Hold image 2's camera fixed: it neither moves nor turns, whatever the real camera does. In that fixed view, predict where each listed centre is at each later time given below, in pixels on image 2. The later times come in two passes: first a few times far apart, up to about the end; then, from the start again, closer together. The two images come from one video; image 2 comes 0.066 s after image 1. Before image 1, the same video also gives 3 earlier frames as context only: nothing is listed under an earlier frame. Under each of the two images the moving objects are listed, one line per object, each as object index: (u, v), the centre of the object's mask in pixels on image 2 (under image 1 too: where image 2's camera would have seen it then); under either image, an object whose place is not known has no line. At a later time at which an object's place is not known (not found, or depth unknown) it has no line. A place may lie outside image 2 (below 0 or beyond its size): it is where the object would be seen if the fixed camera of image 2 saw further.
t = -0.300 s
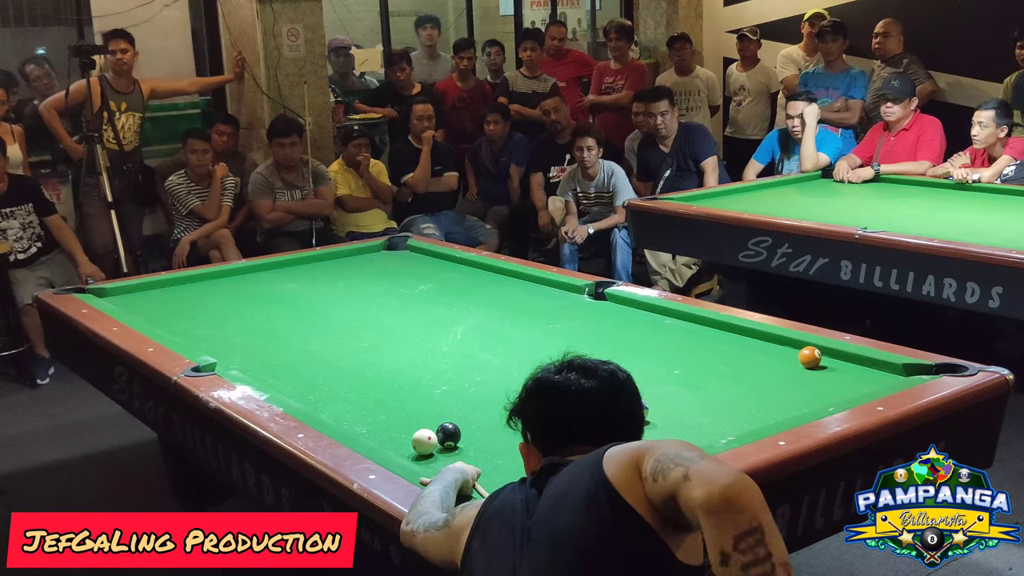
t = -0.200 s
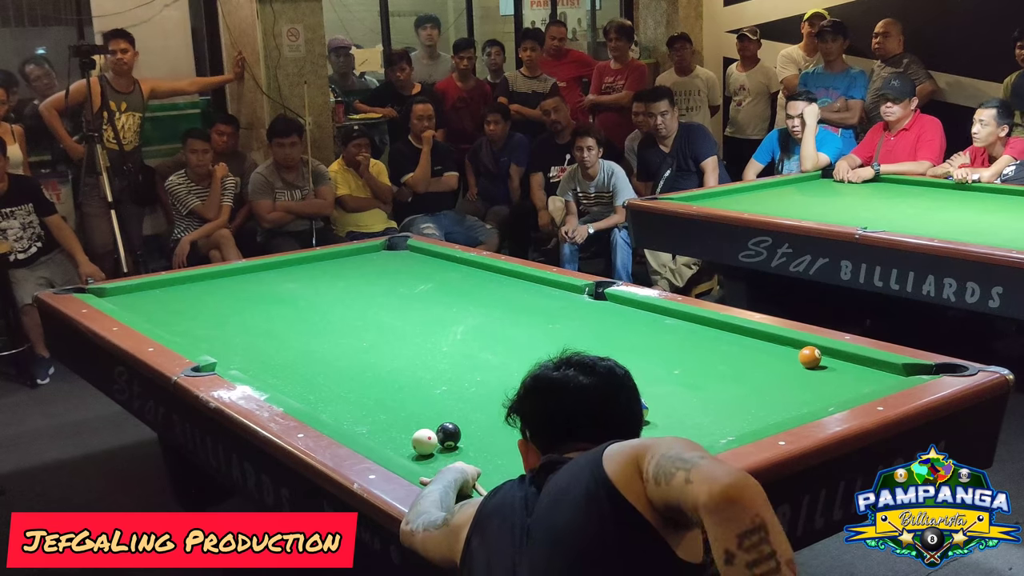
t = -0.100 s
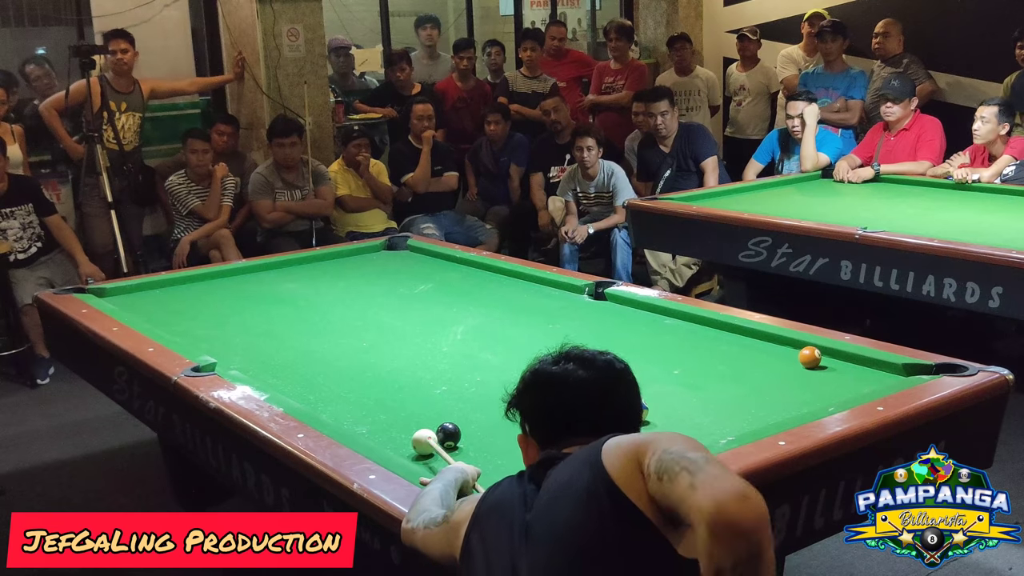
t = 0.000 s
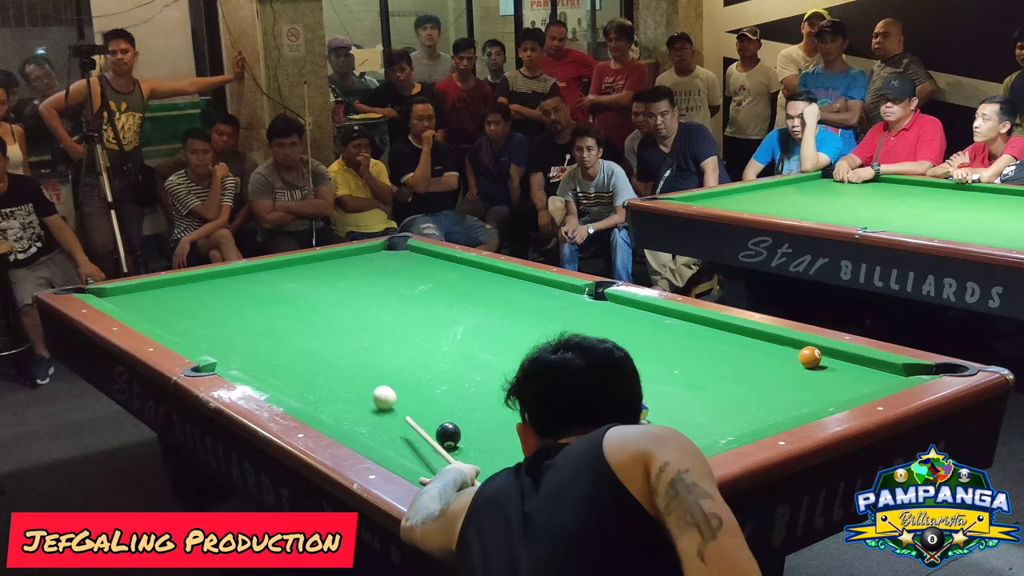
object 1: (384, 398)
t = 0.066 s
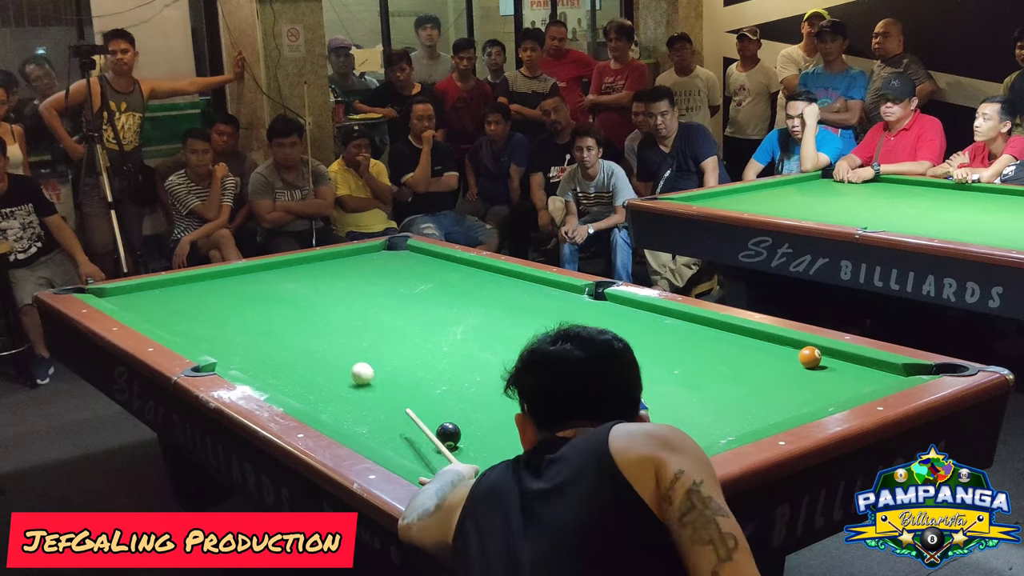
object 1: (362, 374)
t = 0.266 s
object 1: (312, 319)
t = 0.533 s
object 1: (266, 269)
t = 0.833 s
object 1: (357, 280)
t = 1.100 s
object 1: (455, 294)
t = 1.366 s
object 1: (573, 311)
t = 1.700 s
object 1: (745, 336)
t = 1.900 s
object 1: (815, 347)
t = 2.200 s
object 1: (875, 372)
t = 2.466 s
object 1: (859, 380)
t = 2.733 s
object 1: (800, 378)
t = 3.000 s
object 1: (742, 375)
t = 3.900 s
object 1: (583, 364)
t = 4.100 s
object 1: (554, 367)
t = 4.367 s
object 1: (519, 371)
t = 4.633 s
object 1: (484, 371)
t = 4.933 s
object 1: (449, 370)
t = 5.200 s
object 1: (421, 370)
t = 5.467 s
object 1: (395, 369)
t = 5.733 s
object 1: (372, 368)
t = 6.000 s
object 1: (351, 368)
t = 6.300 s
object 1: (330, 368)
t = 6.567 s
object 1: (315, 367)
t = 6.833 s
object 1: (302, 367)
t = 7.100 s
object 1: (292, 367)
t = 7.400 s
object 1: (283, 367)
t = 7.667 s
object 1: (278, 367)
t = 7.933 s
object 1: (276, 367)
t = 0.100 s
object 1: (352, 363)
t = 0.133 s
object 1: (343, 353)
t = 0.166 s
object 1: (335, 344)
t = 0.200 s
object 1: (327, 335)
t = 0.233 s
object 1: (319, 327)
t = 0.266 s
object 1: (312, 319)
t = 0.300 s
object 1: (305, 312)
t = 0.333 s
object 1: (299, 305)
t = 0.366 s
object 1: (293, 298)
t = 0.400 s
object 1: (287, 292)
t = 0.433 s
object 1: (281, 286)
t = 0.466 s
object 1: (276, 280)
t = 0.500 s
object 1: (271, 274)
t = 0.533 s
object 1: (266, 269)
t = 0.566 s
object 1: (266, 266)
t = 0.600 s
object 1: (279, 268)
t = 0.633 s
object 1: (291, 270)
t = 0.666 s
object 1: (297, 271)
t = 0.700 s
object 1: (310, 273)
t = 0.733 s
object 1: (321, 275)
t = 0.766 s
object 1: (333, 277)
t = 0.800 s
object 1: (345, 279)
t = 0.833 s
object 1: (357, 280)
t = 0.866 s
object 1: (368, 282)
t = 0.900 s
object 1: (386, 284)
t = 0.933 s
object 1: (398, 286)
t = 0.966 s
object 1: (411, 287)
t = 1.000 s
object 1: (423, 289)
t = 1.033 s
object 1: (429, 290)
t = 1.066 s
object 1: (442, 292)
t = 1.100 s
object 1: (455, 294)
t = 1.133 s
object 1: (468, 296)
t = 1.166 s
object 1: (482, 298)
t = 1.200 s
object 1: (495, 300)
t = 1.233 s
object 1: (509, 302)
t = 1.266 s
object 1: (530, 305)
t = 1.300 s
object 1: (544, 306)
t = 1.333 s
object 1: (559, 309)
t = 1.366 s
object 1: (573, 311)
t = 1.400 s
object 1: (588, 313)
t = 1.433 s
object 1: (603, 315)
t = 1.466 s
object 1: (619, 317)
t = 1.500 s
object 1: (628, 317)
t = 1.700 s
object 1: (745, 336)
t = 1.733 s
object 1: (755, 337)
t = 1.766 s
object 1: (774, 340)
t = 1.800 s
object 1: (785, 343)
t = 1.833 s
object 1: (794, 346)
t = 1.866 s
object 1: (803, 346)
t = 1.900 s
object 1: (815, 347)
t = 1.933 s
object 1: (824, 350)
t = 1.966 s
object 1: (830, 354)
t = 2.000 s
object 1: (836, 357)
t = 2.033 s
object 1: (842, 359)
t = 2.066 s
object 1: (848, 362)
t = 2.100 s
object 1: (854, 364)
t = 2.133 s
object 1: (861, 367)
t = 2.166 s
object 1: (868, 370)
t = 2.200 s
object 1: (875, 372)
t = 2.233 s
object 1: (881, 374)
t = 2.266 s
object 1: (884, 374)
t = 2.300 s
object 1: (890, 376)
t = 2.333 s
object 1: (890, 377)
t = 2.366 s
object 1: (881, 377)
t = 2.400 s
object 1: (875, 378)
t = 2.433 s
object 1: (867, 379)
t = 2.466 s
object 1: (859, 380)
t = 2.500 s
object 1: (852, 380)
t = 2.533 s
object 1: (845, 379)
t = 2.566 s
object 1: (837, 379)
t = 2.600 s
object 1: (829, 379)
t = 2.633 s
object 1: (822, 379)
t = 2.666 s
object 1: (815, 378)
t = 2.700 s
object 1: (807, 378)
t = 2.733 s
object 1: (800, 378)
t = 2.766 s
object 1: (793, 378)
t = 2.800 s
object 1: (786, 378)
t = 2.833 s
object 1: (779, 377)
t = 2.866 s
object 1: (768, 376)
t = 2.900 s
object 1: (762, 376)
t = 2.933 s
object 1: (755, 376)
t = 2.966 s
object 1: (748, 376)
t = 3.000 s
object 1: (742, 375)
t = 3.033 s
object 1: (735, 375)
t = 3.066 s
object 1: (729, 374)
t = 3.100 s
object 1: (724, 373)
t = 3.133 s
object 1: (720, 372)
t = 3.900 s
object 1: (583, 364)
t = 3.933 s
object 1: (581, 364)
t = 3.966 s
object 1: (576, 365)
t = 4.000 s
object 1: (571, 365)
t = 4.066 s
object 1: (559, 366)
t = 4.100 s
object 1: (554, 367)
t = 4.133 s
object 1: (550, 368)
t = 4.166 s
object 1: (546, 368)
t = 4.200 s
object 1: (541, 369)
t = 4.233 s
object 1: (537, 369)
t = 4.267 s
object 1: (532, 370)
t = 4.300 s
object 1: (528, 371)
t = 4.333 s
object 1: (523, 372)
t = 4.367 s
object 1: (519, 371)
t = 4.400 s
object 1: (514, 371)
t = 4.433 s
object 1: (510, 371)
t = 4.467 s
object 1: (505, 371)
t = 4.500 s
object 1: (501, 371)
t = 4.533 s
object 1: (497, 371)
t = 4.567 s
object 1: (493, 371)
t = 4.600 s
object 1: (488, 371)
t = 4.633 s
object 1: (484, 371)
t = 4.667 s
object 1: (480, 371)
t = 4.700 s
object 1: (476, 371)
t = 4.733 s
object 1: (472, 370)
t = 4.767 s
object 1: (466, 370)
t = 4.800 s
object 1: (462, 370)
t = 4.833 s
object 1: (459, 370)
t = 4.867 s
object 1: (455, 370)
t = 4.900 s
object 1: (451, 370)
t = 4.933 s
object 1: (449, 370)
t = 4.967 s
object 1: (445, 370)
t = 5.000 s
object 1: (442, 370)
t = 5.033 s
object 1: (438, 370)
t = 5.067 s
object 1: (435, 369)
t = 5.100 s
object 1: (431, 370)
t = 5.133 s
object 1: (428, 369)
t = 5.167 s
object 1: (424, 370)
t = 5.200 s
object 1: (421, 370)
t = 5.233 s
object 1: (417, 369)
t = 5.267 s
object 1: (414, 369)
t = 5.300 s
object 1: (411, 369)
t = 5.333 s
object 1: (408, 369)
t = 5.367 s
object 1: (404, 369)
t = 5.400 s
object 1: (401, 369)
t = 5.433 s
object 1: (398, 369)
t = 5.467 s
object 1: (395, 369)
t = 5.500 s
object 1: (392, 369)
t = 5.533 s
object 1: (389, 369)
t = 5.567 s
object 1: (386, 369)
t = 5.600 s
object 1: (383, 369)
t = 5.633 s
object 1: (380, 369)
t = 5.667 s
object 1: (377, 369)
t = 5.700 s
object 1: (375, 369)
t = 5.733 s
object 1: (372, 368)
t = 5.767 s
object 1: (369, 369)
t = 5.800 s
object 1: (366, 368)
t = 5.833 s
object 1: (364, 369)
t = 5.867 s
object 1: (361, 368)
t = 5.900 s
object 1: (358, 368)
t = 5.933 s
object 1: (356, 368)
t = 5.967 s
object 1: (353, 368)
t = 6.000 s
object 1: (351, 368)
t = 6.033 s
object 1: (349, 368)
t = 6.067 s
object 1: (346, 368)
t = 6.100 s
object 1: (344, 368)
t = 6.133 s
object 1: (341, 368)
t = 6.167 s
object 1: (339, 368)
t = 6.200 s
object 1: (337, 368)
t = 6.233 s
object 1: (335, 368)
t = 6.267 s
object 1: (333, 368)
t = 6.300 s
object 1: (330, 368)
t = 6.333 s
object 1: (329, 368)
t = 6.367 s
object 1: (326, 368)
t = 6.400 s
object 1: (324, 368)
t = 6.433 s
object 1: (322, 368)
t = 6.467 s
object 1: (321, 368)
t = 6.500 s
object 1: (319, 367)
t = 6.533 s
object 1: (317, 367)
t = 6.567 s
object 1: (315, 367)
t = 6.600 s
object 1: (313, 367)
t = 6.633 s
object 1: (312, 367)
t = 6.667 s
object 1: (310, 367)
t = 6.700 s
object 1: (309, 367)
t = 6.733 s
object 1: (307, 367)
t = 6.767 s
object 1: (306, 367)
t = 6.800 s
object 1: (304, 367)
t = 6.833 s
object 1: (302, 367)
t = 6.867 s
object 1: (301, 367)
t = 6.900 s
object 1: (300, 367)
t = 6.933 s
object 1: (299, 367)
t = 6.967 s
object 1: (297, 367)
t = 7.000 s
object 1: (296, 367)
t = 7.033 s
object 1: (294, 367)
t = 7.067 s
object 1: (293, 367)
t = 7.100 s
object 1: (292, 367)
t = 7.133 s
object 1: (291, 367)
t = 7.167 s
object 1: (290, 367)
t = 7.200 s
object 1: (289, 367)
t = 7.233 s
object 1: (288, 367)
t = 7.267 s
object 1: (287, 367)
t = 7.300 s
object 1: (286, 367)
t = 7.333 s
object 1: (285, 367)
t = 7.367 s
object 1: (284, 367)
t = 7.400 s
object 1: (283, 367)
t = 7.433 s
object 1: (282, 367)
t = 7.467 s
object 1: (282, 367)
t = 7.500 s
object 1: (281, 367)
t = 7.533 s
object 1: (281, 367)
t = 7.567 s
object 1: (280, 367)
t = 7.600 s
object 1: (279, 367)
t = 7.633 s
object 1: (279, 367)
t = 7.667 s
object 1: (278, 367)
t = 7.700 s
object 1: (278, 367)
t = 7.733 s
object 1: (277, 367)
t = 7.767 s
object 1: (277, 367)
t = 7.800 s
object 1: (277, 367)
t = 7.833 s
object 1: (277, 367)
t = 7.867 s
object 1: (276, 367)
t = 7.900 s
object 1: (276, 367)
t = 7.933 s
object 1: (276, 367)
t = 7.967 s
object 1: (276, 367)
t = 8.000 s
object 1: (276, 367)
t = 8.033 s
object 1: (276, 367)
